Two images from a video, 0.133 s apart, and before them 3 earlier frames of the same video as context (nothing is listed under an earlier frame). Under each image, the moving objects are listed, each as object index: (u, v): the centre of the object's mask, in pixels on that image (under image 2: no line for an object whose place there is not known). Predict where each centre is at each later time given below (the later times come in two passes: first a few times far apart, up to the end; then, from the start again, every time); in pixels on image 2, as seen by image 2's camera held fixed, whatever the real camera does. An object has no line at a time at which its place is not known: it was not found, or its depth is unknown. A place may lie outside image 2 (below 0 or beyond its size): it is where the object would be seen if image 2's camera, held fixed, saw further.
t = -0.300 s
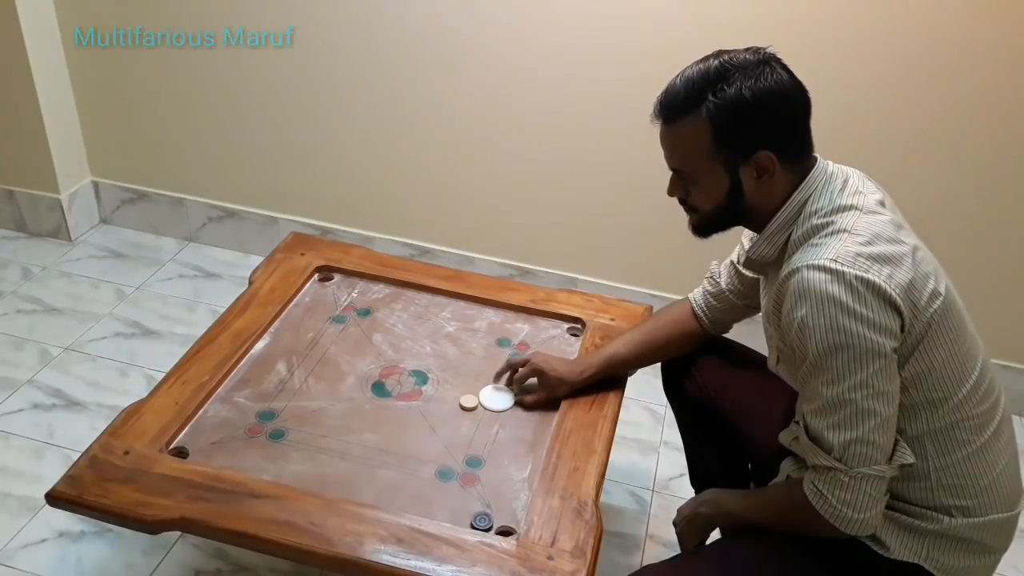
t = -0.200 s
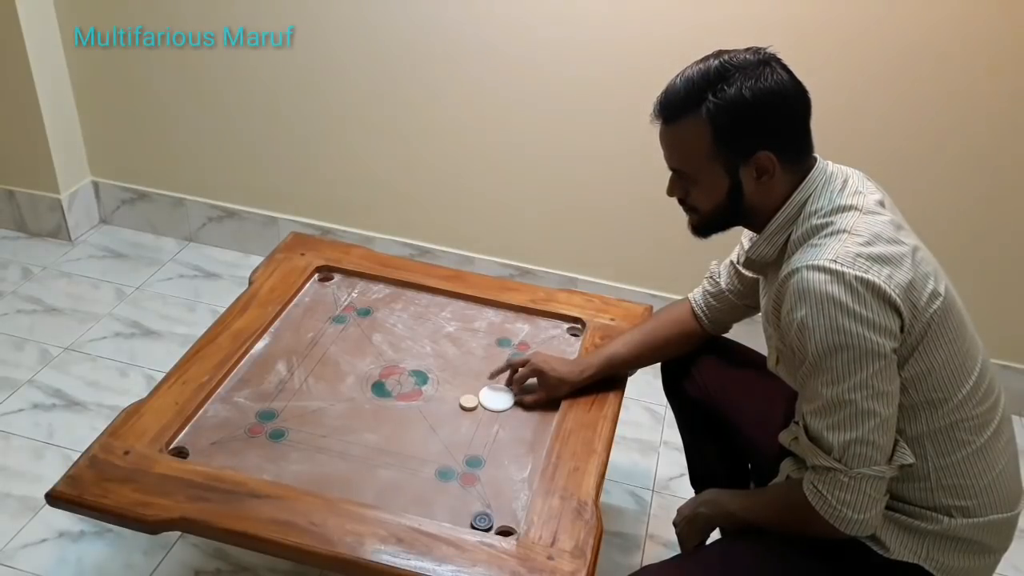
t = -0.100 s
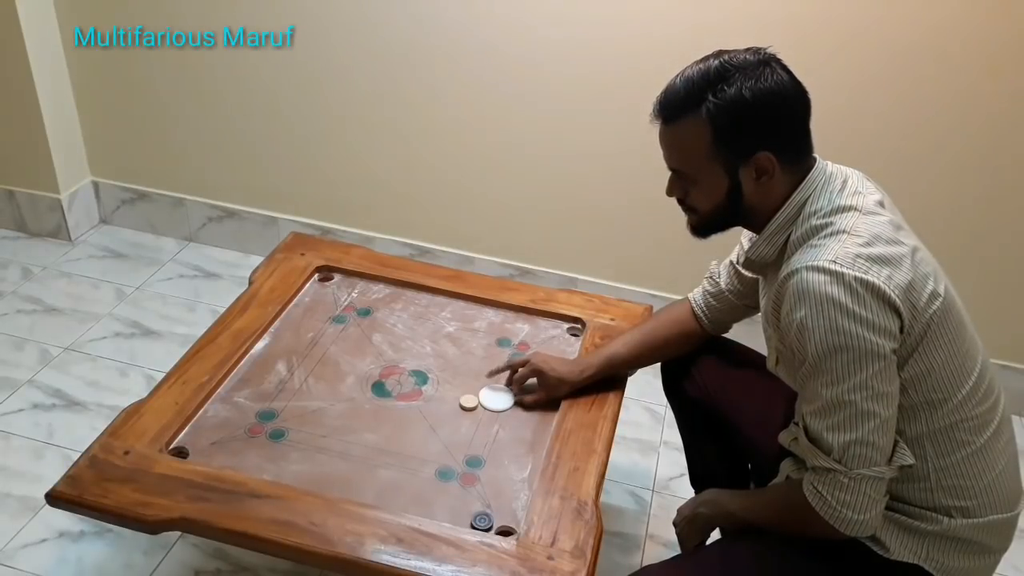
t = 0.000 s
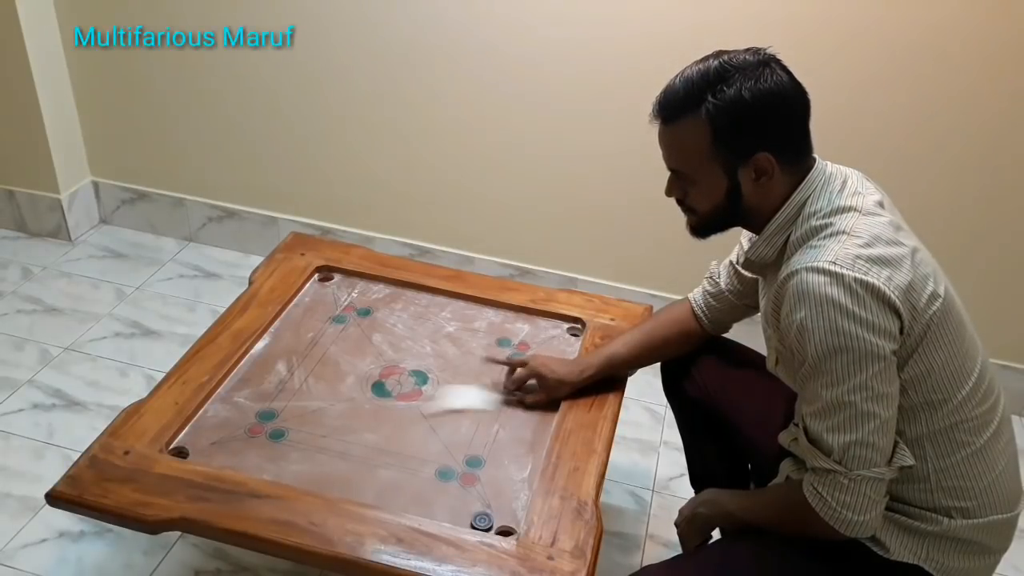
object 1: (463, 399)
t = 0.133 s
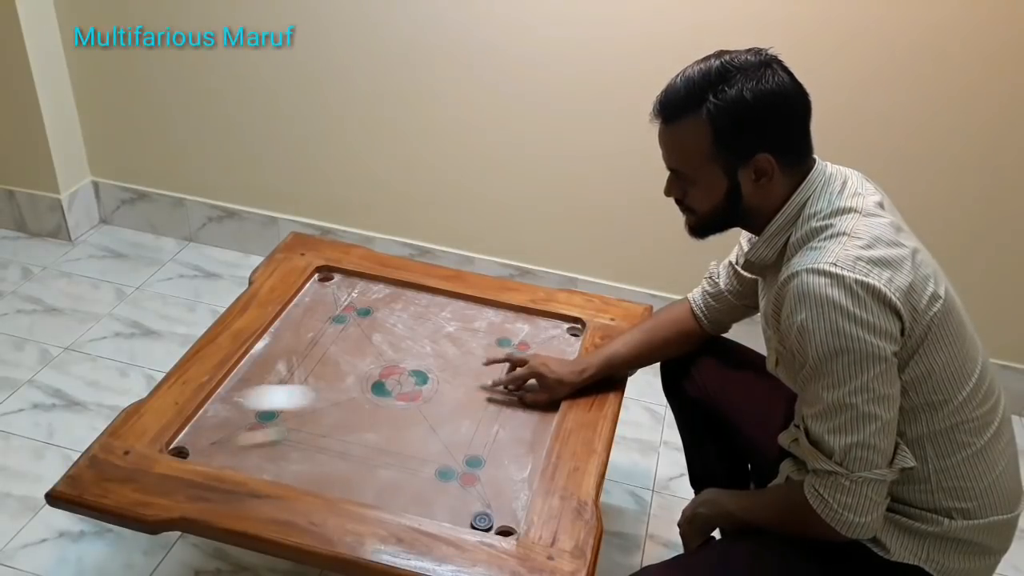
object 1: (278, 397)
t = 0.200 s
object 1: (252, 409)
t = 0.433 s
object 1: (395, 488)
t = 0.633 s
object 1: (481, 514)
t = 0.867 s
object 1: (491, 508)
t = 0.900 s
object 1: (491, 508)
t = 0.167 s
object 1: (240, 399)
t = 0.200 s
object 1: (252, 409)
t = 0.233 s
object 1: (273, 421)
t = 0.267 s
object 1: (295, 432)
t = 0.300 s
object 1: (315, 443)
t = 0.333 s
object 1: (336, 454)
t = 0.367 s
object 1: (356, 466)
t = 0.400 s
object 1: (376, 477)
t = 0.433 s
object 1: (395, 488)
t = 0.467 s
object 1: (413, 497)
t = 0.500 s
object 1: (432, 505)
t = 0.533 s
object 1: (449, 509)
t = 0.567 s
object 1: (462, 511)
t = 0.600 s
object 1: (473, 513)
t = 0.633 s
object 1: (481, 514)
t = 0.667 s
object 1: (485, 513)
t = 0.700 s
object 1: (487, 511)
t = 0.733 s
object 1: (489, 510)
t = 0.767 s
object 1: (490, 509)
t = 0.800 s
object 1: (490, 508)
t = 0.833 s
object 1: (491, 508)
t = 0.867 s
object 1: (491, 508)
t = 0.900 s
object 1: (491, 508)
